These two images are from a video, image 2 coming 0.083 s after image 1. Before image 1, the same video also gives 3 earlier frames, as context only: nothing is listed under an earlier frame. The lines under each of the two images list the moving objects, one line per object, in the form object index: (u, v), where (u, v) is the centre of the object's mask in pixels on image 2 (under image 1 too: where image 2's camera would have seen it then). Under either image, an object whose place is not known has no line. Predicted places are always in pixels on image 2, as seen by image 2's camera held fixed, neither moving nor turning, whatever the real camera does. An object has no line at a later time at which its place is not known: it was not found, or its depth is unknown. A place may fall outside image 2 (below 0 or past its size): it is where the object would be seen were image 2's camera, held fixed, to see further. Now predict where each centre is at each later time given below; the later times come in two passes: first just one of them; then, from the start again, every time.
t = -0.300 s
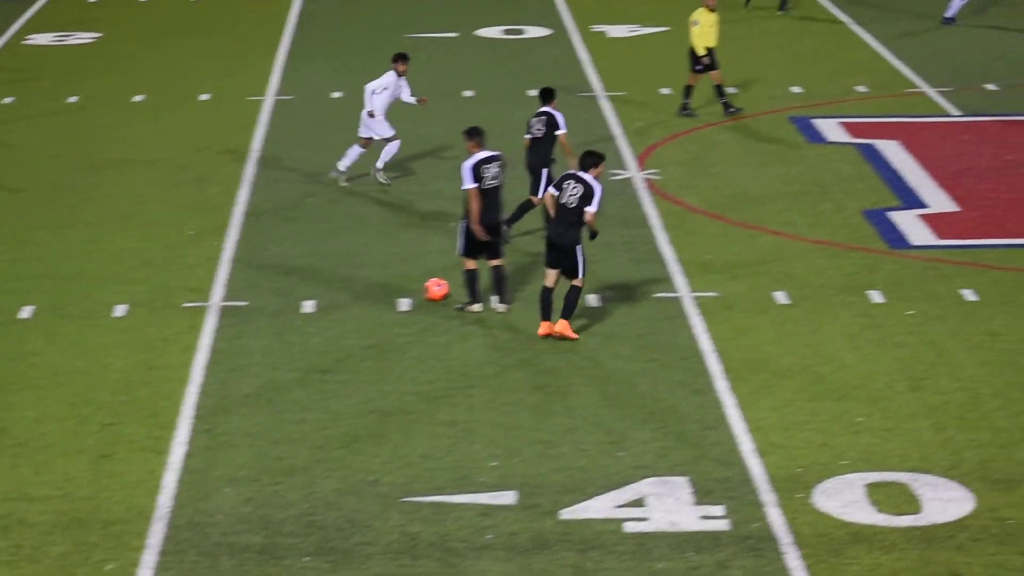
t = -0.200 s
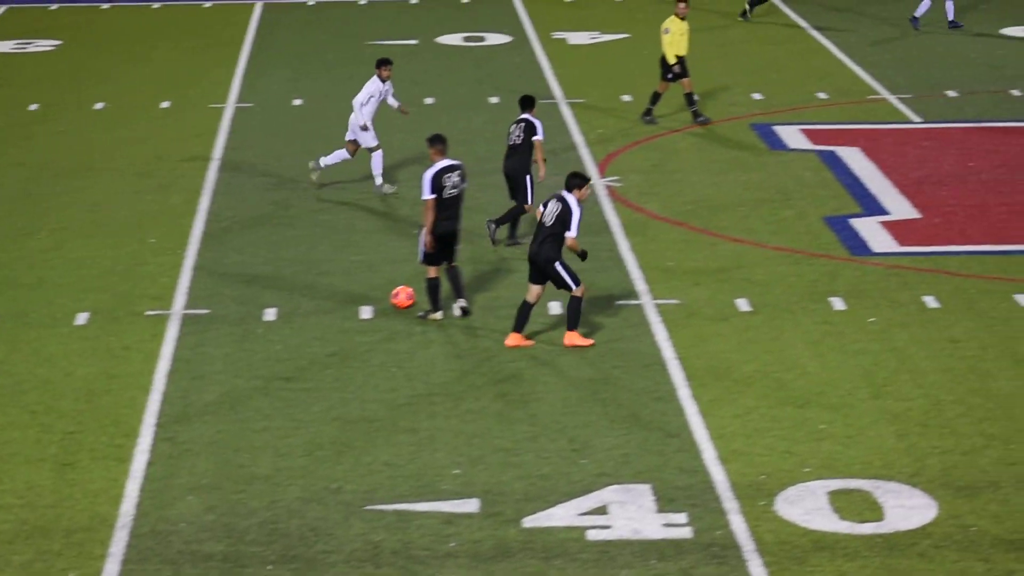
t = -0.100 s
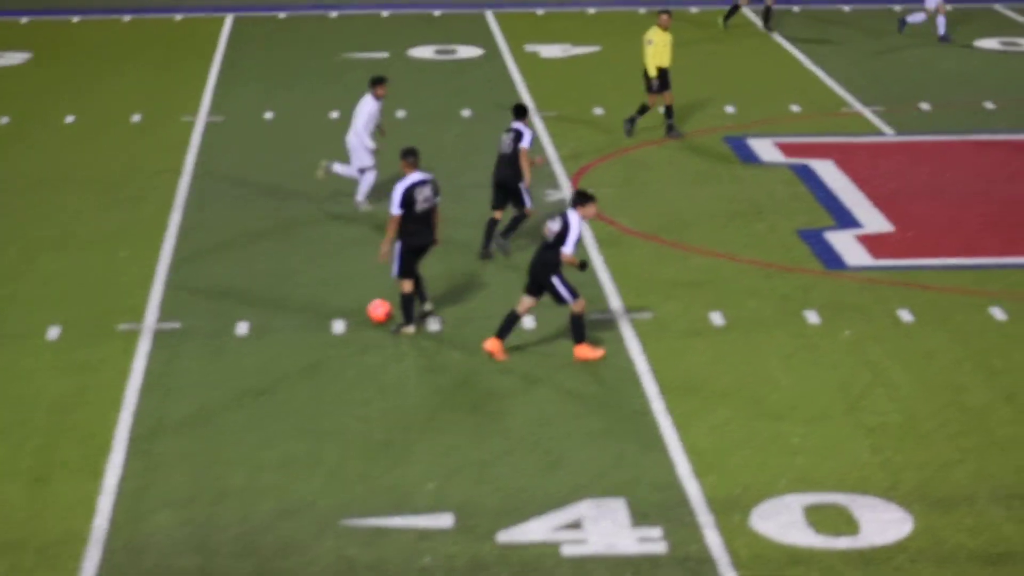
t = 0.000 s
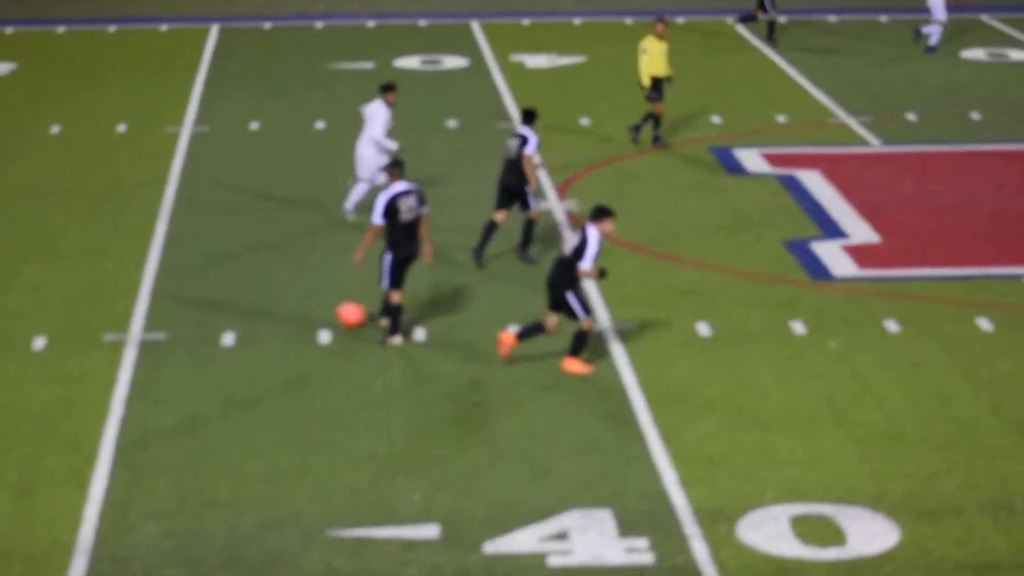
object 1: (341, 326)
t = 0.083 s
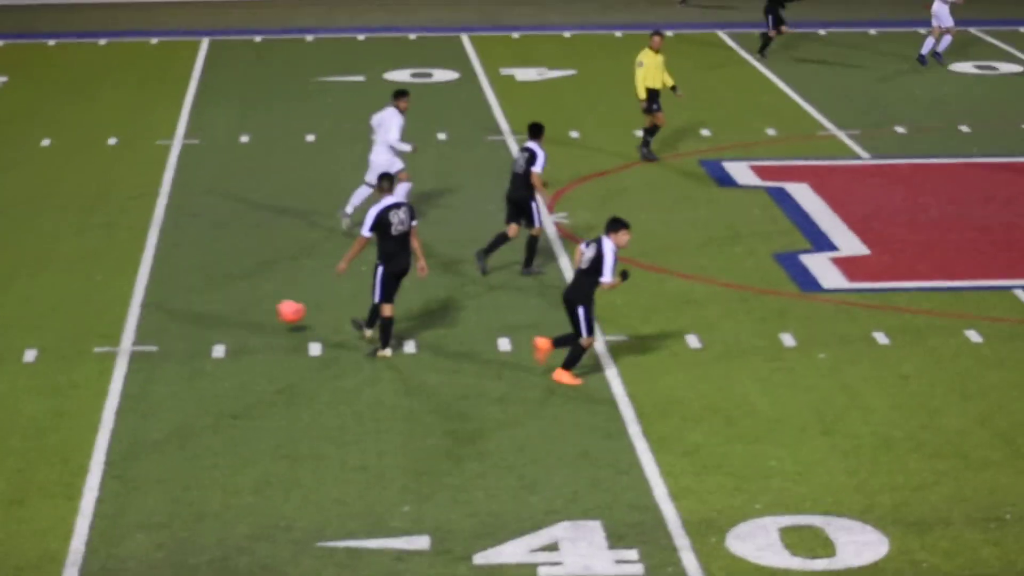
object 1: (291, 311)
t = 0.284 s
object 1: (176, 301)
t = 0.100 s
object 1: (281, 310)
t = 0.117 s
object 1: (271, 308)
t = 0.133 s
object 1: (261, 306)
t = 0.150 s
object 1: (251, 304)
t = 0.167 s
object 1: (242, 303)
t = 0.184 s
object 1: (232, 302)
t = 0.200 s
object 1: (222, 301)
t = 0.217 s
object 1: (213, 300)
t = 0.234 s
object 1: (204, 300)
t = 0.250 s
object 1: (194, 301)
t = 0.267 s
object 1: (185, 301)
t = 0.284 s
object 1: (176, 301)
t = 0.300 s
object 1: (166, 302)
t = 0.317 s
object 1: (158, 304)
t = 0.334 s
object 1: (150, 305)
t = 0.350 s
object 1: (140, 307)
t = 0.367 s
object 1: (131, 306)
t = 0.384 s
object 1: (123, 303)
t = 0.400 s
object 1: (117, 301)
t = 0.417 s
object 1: (109, 298)
